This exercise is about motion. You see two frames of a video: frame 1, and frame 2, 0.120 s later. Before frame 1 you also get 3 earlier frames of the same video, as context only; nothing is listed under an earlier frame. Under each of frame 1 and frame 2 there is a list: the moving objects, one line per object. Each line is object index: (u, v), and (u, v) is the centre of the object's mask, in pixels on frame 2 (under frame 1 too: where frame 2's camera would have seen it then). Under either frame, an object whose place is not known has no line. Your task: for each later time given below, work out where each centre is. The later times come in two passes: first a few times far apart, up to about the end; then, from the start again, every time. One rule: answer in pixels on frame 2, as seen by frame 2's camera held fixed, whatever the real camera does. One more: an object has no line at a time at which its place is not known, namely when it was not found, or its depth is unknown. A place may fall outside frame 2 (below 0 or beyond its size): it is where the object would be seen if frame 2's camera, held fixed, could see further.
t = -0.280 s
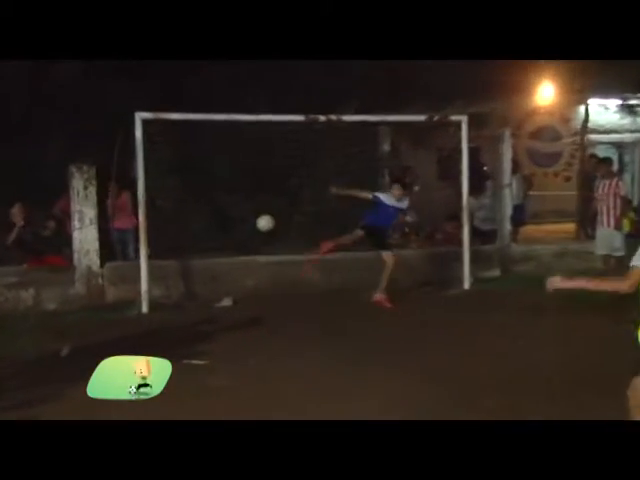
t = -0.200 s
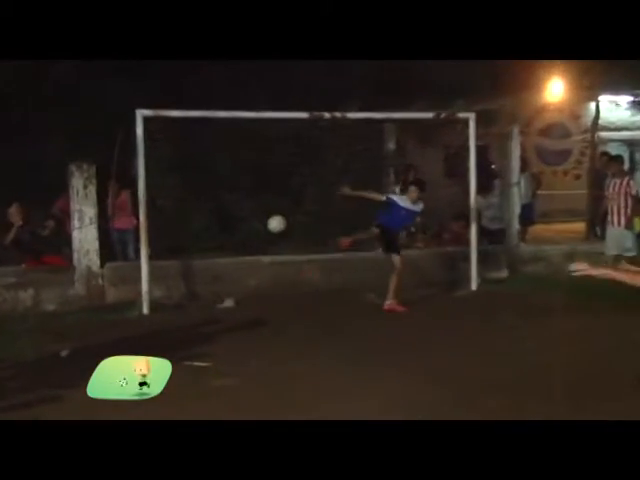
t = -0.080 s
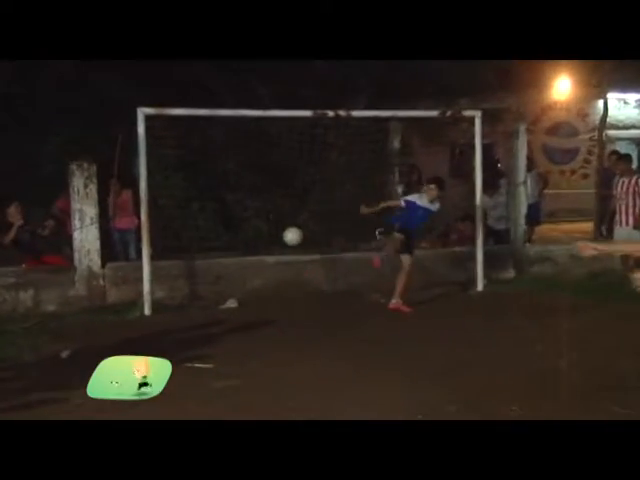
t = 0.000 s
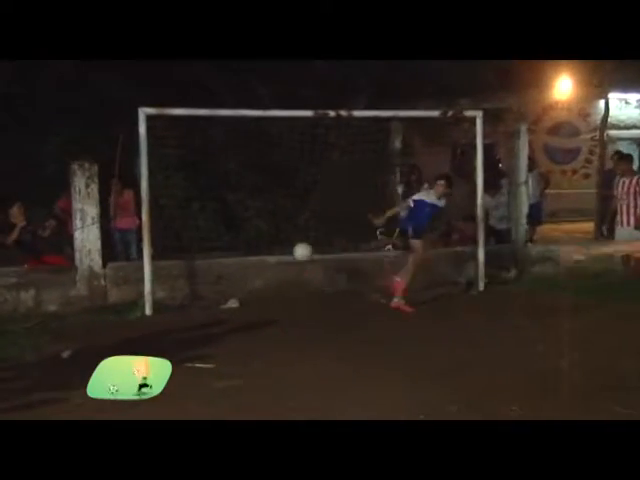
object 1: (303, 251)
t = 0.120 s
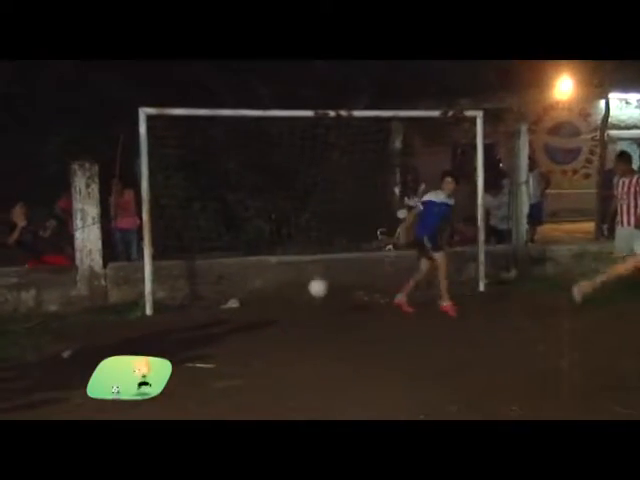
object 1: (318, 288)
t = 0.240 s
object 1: (331, 301)
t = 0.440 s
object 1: (348, 265)
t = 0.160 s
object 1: (322, 302)
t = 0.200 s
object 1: (327, 312)
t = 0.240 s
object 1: (331, 301)
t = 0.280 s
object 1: (334, 291)
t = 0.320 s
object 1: (337, 282)
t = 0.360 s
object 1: (341, 275)
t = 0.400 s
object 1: (345, 270)
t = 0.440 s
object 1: (348, 265)
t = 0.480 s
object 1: (352, 261)
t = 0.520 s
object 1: (355, 260)
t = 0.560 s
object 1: (360, 260)
